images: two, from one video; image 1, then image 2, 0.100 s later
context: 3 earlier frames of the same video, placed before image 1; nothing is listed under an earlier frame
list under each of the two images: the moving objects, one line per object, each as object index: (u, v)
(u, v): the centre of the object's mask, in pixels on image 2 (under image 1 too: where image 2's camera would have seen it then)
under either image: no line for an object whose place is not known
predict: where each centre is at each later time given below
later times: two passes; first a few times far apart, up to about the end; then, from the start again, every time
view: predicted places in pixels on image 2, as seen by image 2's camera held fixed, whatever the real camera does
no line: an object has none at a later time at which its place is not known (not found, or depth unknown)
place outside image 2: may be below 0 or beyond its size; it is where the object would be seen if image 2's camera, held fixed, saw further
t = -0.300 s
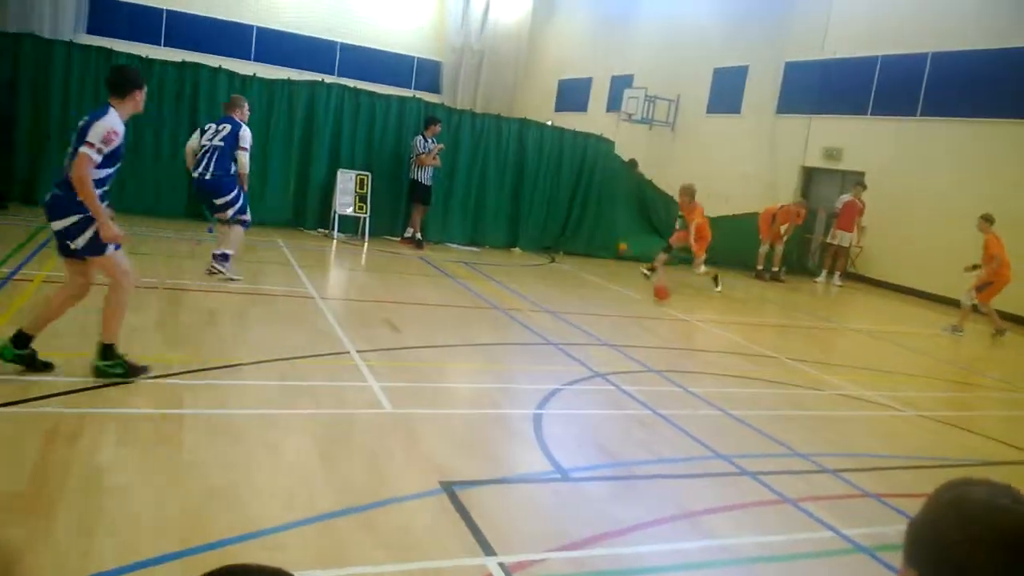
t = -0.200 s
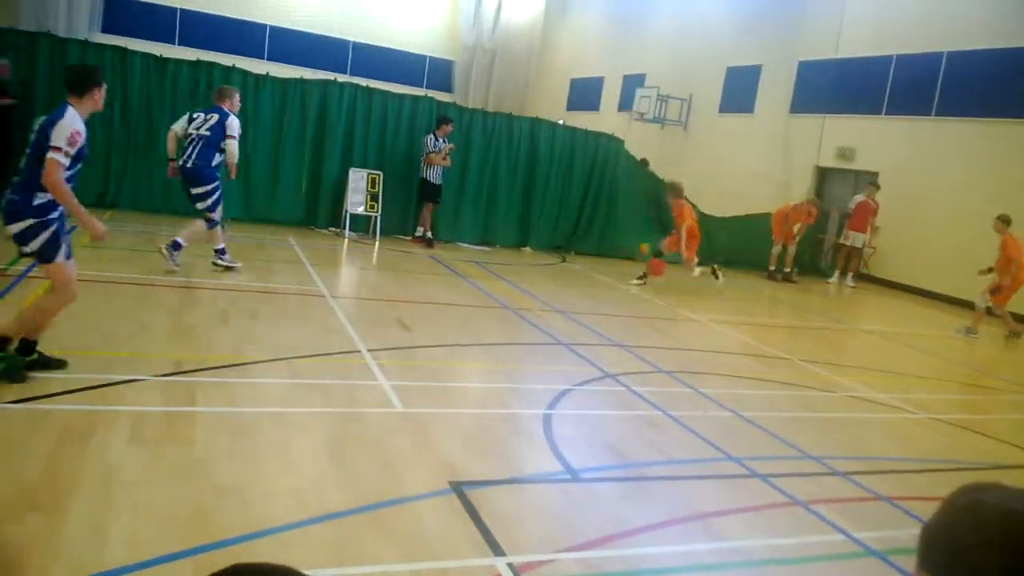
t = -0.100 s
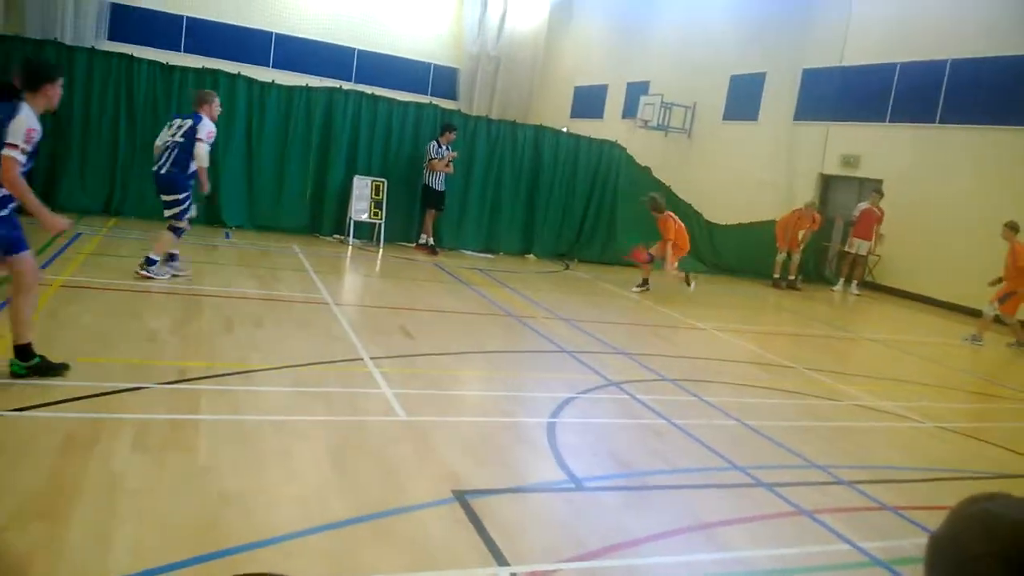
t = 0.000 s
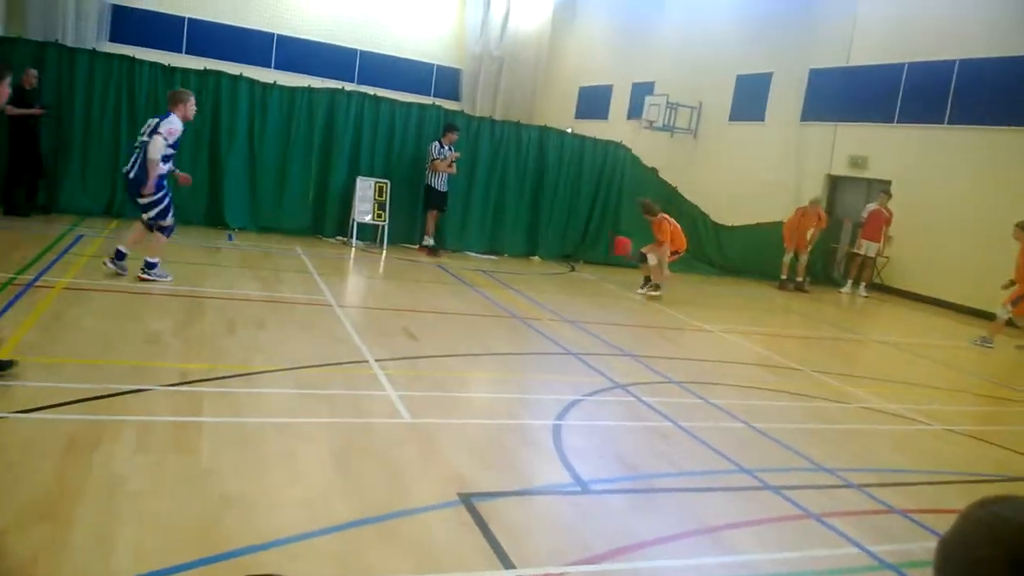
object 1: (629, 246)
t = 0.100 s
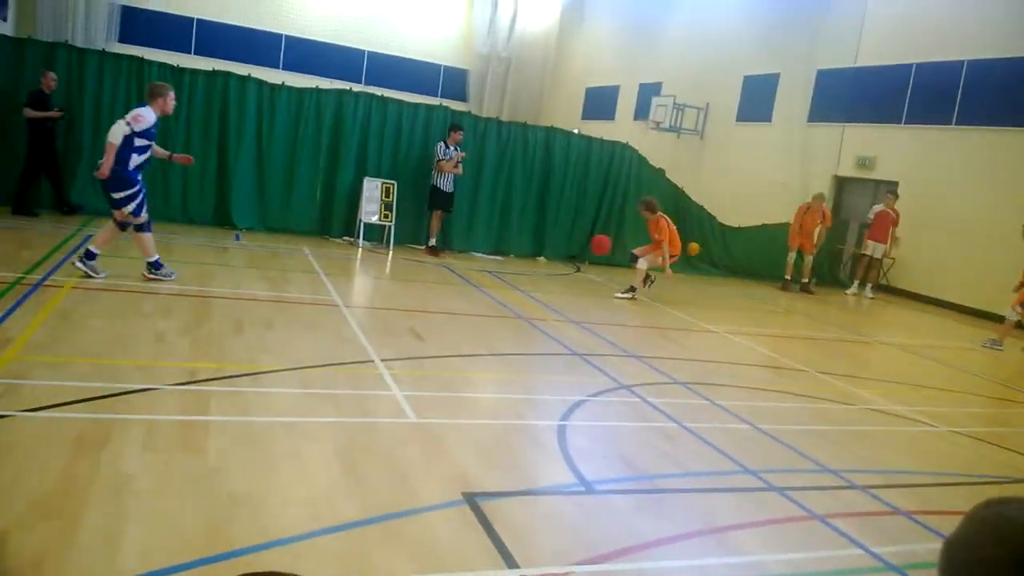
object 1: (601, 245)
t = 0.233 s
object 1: (561, 256)
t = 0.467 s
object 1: (479, 302)
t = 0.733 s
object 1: (388, 253)
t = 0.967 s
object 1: (283, 276)
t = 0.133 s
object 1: (590, 246)
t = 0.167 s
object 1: (580, 248)
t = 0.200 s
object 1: (570, 251)
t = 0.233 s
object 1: (561, 256)
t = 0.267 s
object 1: (550, 262)
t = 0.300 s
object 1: (537, 270)
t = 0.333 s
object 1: (526, 279)
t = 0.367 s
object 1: (514, 288)
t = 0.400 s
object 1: (501, 300)
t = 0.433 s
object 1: (488, 312)
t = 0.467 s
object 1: (479, 302)
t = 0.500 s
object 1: (470, 292)
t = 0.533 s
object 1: (459, 284)
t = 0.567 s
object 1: (450, 275)
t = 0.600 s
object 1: (438, 268)
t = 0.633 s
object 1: (426, 263)
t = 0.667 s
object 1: (413, 258)
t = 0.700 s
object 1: (400, 255)
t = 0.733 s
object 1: (388, 253)
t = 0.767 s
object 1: (374, 252)
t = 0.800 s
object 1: (360, 252)
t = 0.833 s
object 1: (346, 255)
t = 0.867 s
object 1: (331, 257)
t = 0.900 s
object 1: (315, 263)
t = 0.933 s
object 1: (299, 268)
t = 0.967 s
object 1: (283, 276)
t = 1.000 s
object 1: (266, 285)
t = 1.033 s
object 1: (249, 297)
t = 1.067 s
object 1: (231, 311)
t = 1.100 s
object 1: (216, 306)
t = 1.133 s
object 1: (200, 296)
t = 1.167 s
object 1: (184, 288)
